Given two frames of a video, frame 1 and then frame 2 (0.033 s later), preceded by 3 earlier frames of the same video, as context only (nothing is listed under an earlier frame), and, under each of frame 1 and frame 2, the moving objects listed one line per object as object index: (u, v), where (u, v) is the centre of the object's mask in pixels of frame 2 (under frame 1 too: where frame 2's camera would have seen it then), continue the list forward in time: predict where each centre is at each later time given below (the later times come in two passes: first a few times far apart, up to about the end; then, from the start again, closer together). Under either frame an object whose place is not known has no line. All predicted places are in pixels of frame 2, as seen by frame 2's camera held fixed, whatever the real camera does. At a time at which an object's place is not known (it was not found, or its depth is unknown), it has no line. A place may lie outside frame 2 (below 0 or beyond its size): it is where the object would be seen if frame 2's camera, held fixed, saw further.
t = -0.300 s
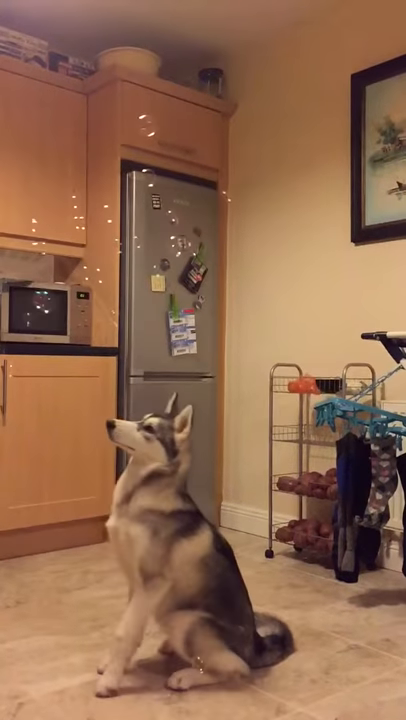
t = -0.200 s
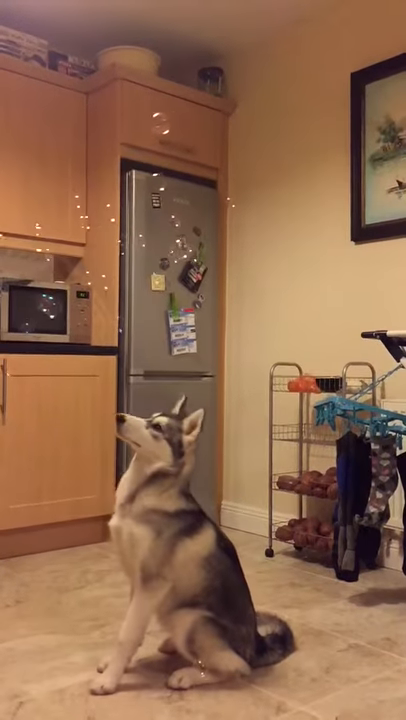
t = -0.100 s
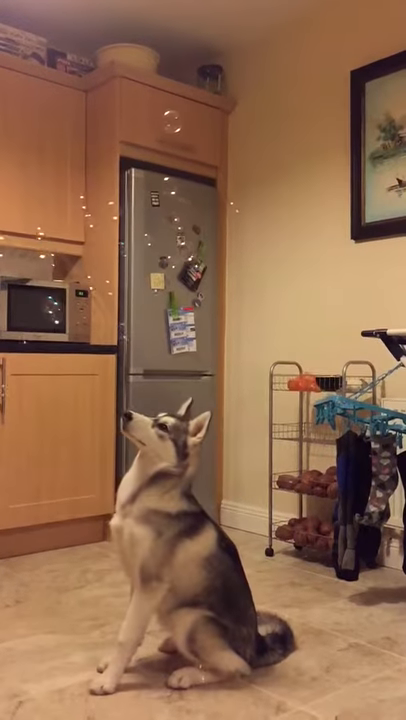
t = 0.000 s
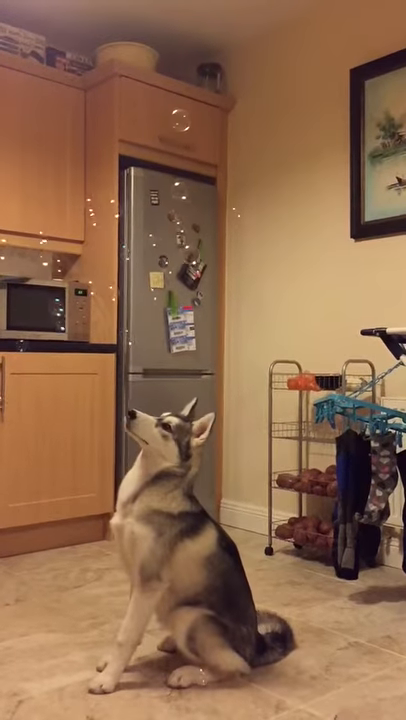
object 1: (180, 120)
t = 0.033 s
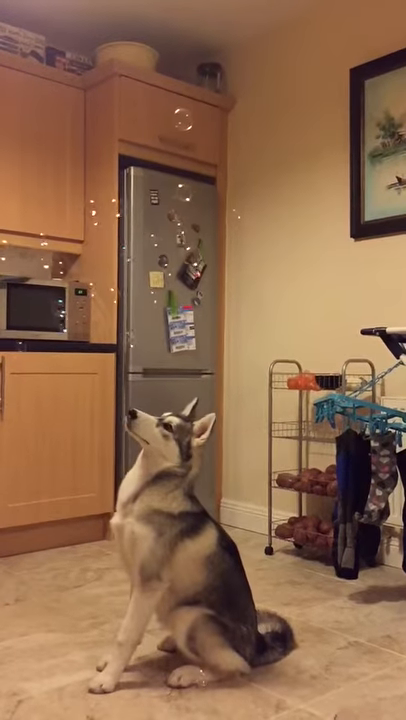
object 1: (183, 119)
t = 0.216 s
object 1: (192, 119)
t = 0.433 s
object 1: (196, 123)
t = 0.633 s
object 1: (191, 139)
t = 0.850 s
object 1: (185, 162)
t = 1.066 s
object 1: (176, 188)
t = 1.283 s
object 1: (171, 215)
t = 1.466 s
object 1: (170, 231)
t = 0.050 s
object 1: (184, 119)
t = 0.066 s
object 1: (185, 119)
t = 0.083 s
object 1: (186, 119)
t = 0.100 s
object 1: (187, 119)
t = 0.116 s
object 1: (188, 119)
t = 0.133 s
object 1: (189, 119)
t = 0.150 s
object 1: (190, 119)
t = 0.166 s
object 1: (190, 119)
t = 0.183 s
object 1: (191, 118)
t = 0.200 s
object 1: (192, 118)
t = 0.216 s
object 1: (192, 119)
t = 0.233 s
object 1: (193, 119)
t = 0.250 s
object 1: (193, 119)
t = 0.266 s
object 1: (194, 119)
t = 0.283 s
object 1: (194, 119)
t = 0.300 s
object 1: (195, 120)
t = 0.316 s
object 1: (195, 120)
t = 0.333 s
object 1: (195, 121)
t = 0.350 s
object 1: (196, 121)
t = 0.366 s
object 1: (196, 121)
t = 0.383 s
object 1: (196, 122)
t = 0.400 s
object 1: (196, 123)
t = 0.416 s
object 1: (196, 123)
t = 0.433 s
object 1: (196, 123)
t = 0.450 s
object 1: (196, 125)
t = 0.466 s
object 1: (196, 126)
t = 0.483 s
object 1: (195, 127)
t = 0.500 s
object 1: (195, 128)
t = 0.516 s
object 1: (195, 129)
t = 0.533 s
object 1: (194, 131)
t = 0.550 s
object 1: (193, 132)
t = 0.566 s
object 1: (193, 133)
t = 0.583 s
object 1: (193, 135)
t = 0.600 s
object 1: (193, 136)
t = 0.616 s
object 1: (192, 137)
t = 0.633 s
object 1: (191, 139)
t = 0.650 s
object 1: (191, 141)
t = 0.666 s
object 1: (190, 142)
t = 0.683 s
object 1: (190, 144)
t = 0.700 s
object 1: (189, 145)
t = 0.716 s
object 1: (189, 147)
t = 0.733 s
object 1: (189, 148)
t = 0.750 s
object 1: (188, 150)
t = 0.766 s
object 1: (188, 153)
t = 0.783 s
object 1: (187, 154)
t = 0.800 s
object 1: (185, 156)
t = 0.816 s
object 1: (185, 158)
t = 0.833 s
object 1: (185, 160)
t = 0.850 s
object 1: (185, 162)
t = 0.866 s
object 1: (184, 164)
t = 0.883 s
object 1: (184, 165)
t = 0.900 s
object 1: (182, 167)
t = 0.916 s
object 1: (180, 169)
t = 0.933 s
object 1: (180, 172)
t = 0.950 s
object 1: (180, 174)
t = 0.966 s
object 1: (179, 176)
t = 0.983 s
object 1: (179, 178)
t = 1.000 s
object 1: (178, 180)
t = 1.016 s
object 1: (177, 182)
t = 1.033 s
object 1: (176, 184)
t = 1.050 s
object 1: (176, 186)
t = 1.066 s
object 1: (176, 188)
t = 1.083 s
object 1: (176, 189)
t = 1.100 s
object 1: (175, 191)
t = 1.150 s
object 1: (173, 199)
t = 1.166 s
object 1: (173, 201)
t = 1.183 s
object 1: (173, 204)
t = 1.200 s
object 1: (173, 206)
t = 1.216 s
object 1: (172, 208)
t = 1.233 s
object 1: (172, 209)
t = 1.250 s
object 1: (172, 211)
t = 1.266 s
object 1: (172, 212)
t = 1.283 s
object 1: (171, 215)
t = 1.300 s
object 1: (172, 217)
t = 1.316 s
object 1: (172, 219)
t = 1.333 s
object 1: (170, 220)
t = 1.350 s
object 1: (171, 221)
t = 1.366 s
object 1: (170, 223)
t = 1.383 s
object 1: (170, 224)
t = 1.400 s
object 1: (171, 225)
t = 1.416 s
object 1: (171, 227)
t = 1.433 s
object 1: (170, 227)
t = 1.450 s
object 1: (170, 228)
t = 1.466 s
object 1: (170, 231)
